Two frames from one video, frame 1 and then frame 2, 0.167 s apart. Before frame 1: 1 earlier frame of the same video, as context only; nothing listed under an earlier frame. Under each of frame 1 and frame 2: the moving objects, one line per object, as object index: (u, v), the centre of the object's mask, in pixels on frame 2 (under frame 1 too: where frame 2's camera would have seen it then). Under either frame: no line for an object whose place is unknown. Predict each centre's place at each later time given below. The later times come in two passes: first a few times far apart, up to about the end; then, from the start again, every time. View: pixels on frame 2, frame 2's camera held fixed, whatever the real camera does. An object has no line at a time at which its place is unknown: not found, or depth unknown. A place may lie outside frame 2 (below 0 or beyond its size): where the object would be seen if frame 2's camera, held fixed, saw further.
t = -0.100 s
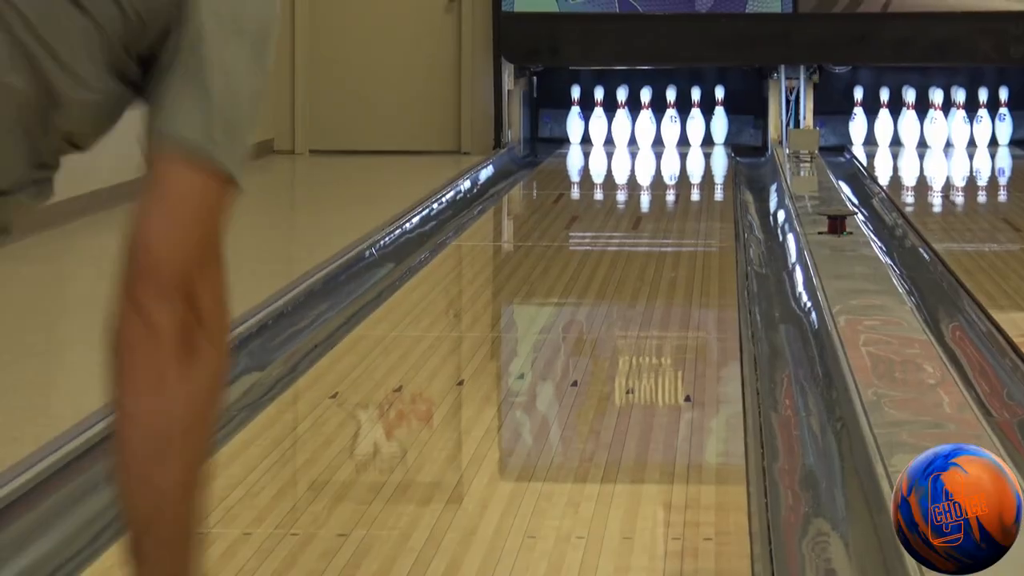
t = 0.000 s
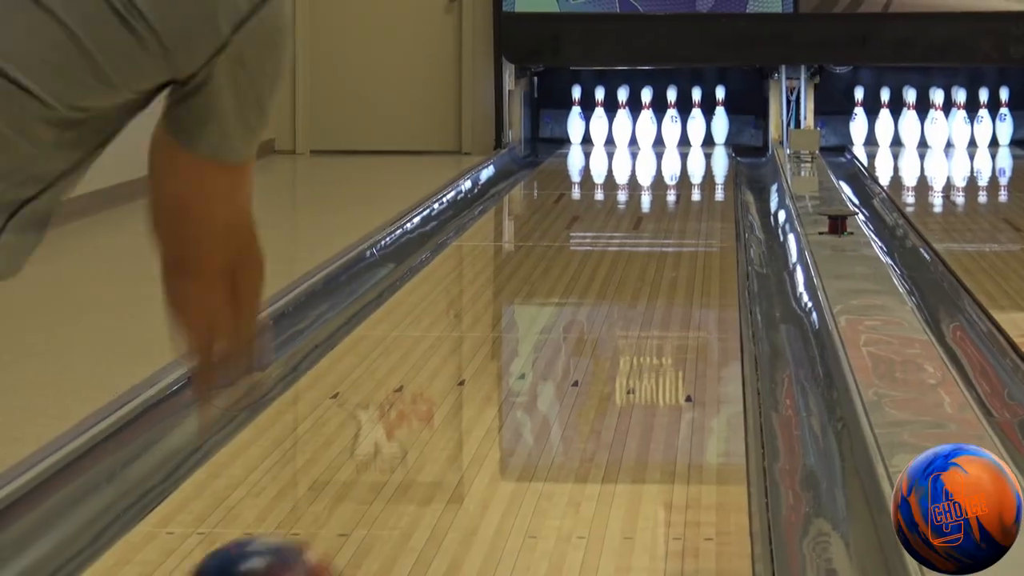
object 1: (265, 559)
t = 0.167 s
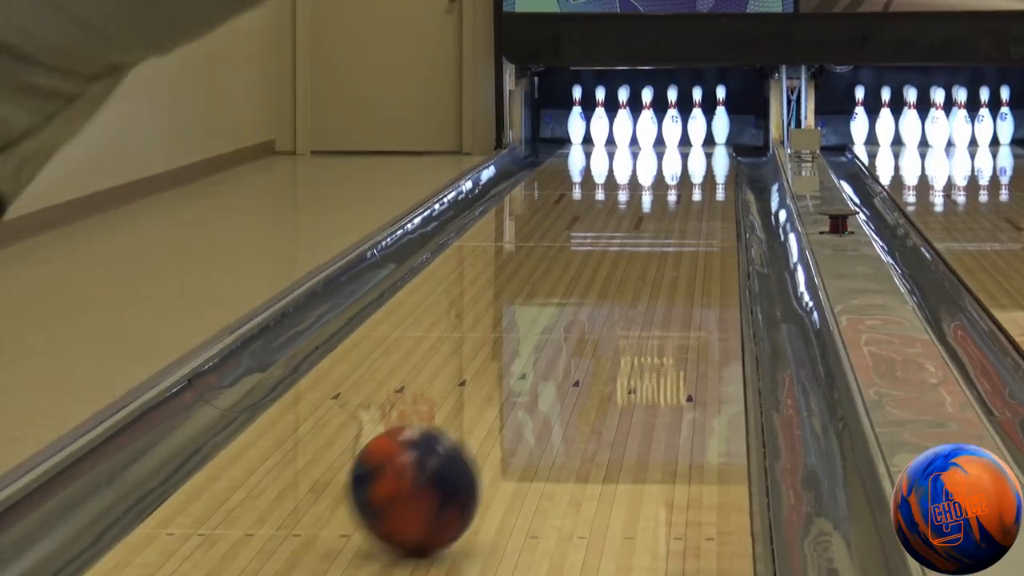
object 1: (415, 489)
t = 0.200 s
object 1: (436, 468)
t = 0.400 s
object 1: (533, 369)
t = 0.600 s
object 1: (595, 305)
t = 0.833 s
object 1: (643, 253)
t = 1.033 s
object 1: (670, 221)
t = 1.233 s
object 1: (689, 197)
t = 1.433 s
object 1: (698, 179)
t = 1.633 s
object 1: (701, 163)
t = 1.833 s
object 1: (692, 150)
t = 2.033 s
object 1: (675, 140)
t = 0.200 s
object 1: (436, 468)
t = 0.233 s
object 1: (456, 447)
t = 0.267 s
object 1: (474, 429)
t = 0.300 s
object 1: (491, 412)
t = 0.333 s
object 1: (506, 397)
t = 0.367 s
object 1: (520, 383)
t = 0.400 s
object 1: (533, 369)
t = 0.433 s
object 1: (545, 356)
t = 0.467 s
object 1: (557, 345)
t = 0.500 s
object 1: (567, 333)
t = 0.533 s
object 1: (577, 323)
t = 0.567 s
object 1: (586, 314)
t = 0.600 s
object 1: (595, 305)
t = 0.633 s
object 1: (603, 296)
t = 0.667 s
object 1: (610, 288)
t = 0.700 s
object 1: (618, 280)
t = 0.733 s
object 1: (625, 273)
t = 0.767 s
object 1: (631, 266)
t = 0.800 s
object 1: (637, 259)
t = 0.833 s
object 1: (643, 253)
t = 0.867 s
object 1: (648, 248)
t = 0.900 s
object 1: (653, 242)
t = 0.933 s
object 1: (658, 237)
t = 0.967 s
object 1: (662, 231)
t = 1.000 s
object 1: (667, 226)
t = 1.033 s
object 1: (670, 221)
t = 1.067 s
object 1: (674, 217)
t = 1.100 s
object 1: (678, 213)
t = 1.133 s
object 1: (681, 209)
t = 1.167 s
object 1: (684, 205)
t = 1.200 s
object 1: (686, 201)
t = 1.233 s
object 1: (689, 197)
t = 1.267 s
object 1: (690, 194)
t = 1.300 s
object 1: (692, 191)
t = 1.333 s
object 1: (694, 187)
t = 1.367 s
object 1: (696, 184)
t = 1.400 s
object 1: (697, 181)
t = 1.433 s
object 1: (698, 179)
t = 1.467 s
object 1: (700, 175)
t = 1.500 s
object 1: (700, 172)
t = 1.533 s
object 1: (701, 170)
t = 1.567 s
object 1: (701, 168)
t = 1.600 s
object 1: (701, 165)
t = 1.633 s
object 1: (701, 163)
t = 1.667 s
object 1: (699, 161)
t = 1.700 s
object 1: (699, 158)
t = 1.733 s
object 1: (697, 157)
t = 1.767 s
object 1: (696, 155)
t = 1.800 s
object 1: (694, 153)
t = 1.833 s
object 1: (692, 150)
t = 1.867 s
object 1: (690, 149)
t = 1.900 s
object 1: (687, 147)
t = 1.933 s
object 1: (685, 145)
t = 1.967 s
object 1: (681, 143)
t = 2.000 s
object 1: (678, 142)
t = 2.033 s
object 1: (675, 140)
